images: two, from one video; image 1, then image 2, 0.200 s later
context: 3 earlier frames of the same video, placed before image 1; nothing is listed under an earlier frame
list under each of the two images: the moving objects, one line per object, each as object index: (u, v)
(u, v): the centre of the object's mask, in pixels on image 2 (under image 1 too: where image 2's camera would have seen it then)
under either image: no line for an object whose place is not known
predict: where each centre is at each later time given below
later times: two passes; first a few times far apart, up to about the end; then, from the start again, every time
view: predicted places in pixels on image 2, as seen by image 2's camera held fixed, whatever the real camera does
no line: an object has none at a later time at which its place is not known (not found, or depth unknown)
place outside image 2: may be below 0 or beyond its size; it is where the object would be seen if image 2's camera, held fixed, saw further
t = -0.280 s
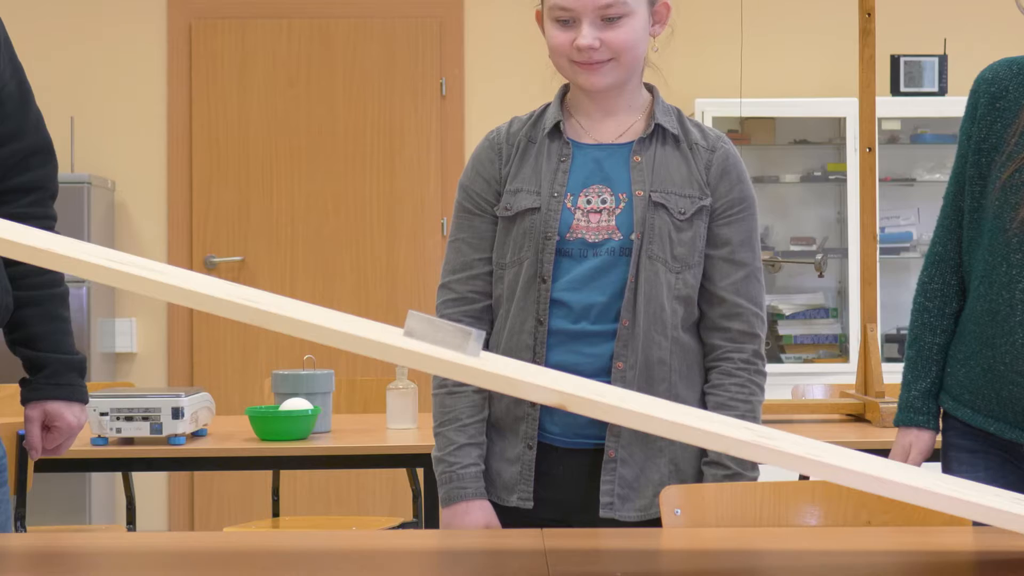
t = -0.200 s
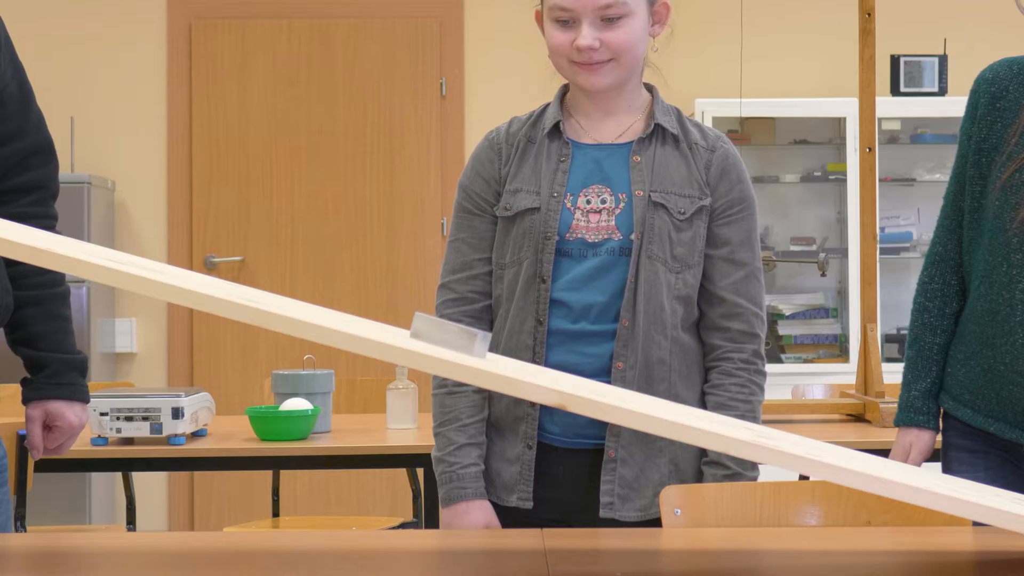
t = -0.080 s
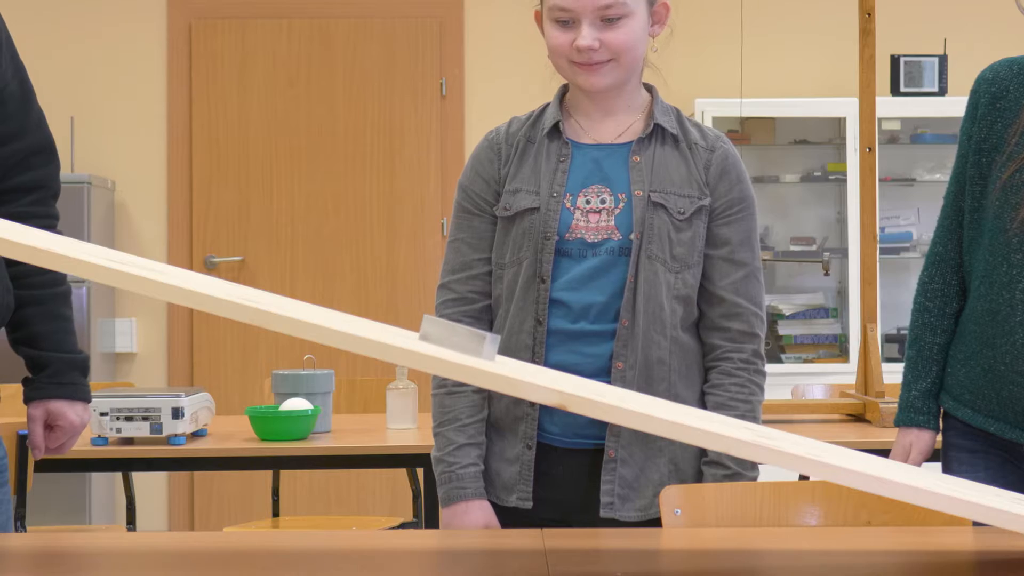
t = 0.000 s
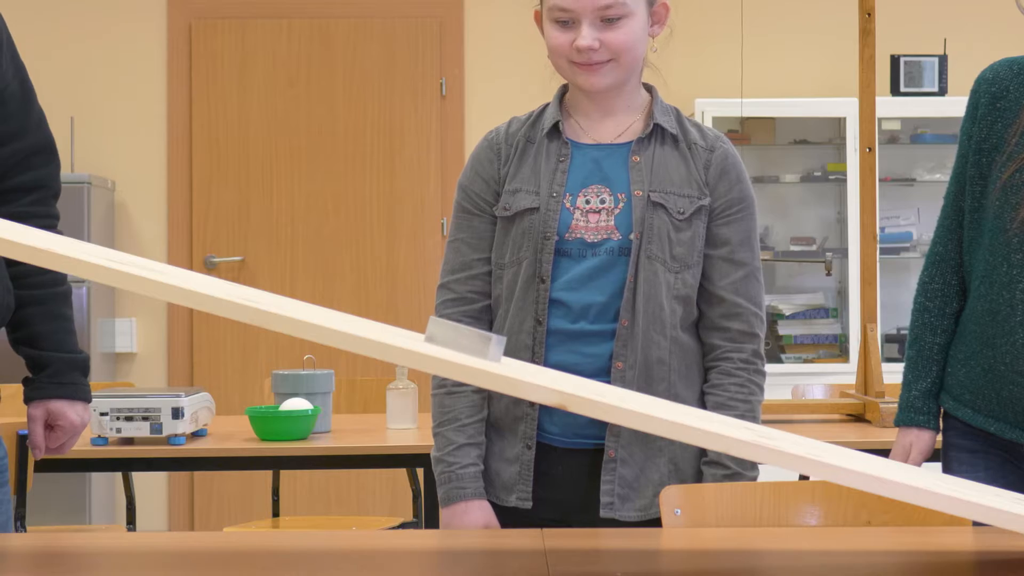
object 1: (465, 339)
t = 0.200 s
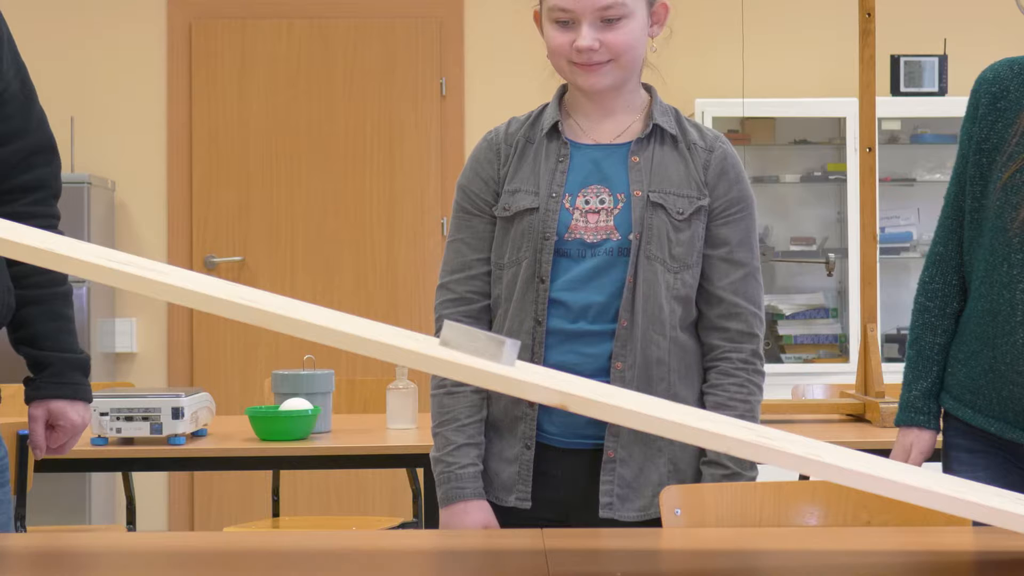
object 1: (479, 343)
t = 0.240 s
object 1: (483, 344)
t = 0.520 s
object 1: (505, 350)
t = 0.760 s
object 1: (526, 355)
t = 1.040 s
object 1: (548, 362)
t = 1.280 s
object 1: (568, 367)
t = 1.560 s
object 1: (591, 373)
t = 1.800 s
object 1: (609, 378)
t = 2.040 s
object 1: (625, 382)
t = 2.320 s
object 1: (642, 387)
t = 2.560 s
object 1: (661, 392)
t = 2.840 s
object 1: (678, 396)
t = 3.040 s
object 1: (689, 400)
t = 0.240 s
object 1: (483, 344)
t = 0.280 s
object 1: (486, 345)
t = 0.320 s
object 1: (489, 346)
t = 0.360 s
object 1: (492, 346)
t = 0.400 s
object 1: (495, 347)
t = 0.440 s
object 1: (499, 348)
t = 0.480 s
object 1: (502, 349)
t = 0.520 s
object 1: (505, 350)
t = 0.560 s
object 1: (508, 351)
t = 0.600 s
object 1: (512, 352)
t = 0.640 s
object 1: (515, 353)
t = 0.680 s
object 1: (519, 354)
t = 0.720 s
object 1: (522, 355)
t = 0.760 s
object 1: (526, 355)
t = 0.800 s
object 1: (529, 356)
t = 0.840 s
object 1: (532, 357)
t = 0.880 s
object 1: (536, 358)
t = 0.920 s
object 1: (539, 359)
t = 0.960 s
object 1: (542, 360)
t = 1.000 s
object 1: (545, 361)
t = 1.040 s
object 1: (548, 362)
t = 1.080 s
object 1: (552, 363)
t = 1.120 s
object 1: (555, 363)
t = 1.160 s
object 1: (558, 364)
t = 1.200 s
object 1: (561, 365)
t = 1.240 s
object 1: (565, 366)
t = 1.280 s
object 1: (568, 367)
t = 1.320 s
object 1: (571, 368)
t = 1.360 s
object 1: (575, 369)
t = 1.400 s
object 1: (578, 370)
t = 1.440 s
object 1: (581, 371)
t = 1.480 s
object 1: (585, 371)
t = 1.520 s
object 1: (588, 373)
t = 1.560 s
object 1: (591, 373)
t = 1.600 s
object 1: (594, 374)
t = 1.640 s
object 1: (597, 375)
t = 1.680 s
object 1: (600, 376)
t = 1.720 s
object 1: (603, 376)
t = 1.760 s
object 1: (606, 377)
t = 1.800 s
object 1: (609, 378)
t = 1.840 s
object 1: (611, 379)
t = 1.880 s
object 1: (614, 379)
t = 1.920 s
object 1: (617, 380)
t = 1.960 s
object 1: (619, 381)
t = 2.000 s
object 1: (622, 381)
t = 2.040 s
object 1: (625, 382)
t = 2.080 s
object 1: (627, 383)
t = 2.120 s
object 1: (629, 384)
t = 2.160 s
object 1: (632, 384)
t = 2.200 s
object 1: (634, 385)
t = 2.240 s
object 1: (637, 386)
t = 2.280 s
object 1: (640, 386)
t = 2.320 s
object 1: (642, 387)
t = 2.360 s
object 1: (646, 388)
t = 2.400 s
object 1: (648, 389)
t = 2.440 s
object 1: (651, 389)
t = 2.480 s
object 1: (654, 390)
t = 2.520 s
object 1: (658, 391)
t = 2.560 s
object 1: (661, 392)
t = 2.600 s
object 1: (664, 393)
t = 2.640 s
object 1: (666, 393)
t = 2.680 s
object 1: (669, 394)
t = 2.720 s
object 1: (671, 395)
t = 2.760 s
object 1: (673, 395)
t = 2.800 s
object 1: (675, 396)
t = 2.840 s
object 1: (678, 396)
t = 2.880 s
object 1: (680, 397)
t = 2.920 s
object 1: (682, 398)
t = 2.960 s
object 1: (685, 398)
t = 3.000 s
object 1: (687, 399)
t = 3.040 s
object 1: (689, 400)
